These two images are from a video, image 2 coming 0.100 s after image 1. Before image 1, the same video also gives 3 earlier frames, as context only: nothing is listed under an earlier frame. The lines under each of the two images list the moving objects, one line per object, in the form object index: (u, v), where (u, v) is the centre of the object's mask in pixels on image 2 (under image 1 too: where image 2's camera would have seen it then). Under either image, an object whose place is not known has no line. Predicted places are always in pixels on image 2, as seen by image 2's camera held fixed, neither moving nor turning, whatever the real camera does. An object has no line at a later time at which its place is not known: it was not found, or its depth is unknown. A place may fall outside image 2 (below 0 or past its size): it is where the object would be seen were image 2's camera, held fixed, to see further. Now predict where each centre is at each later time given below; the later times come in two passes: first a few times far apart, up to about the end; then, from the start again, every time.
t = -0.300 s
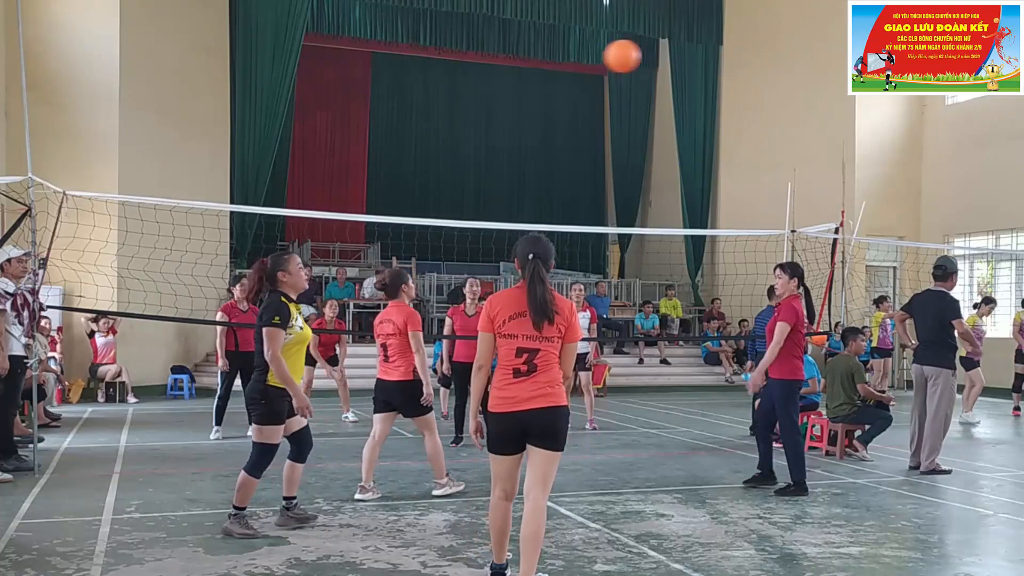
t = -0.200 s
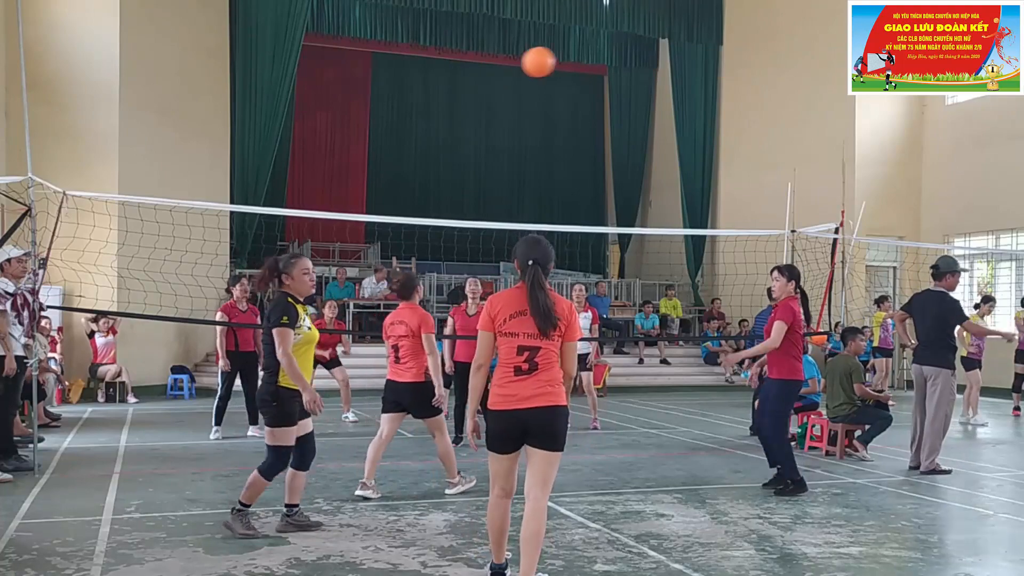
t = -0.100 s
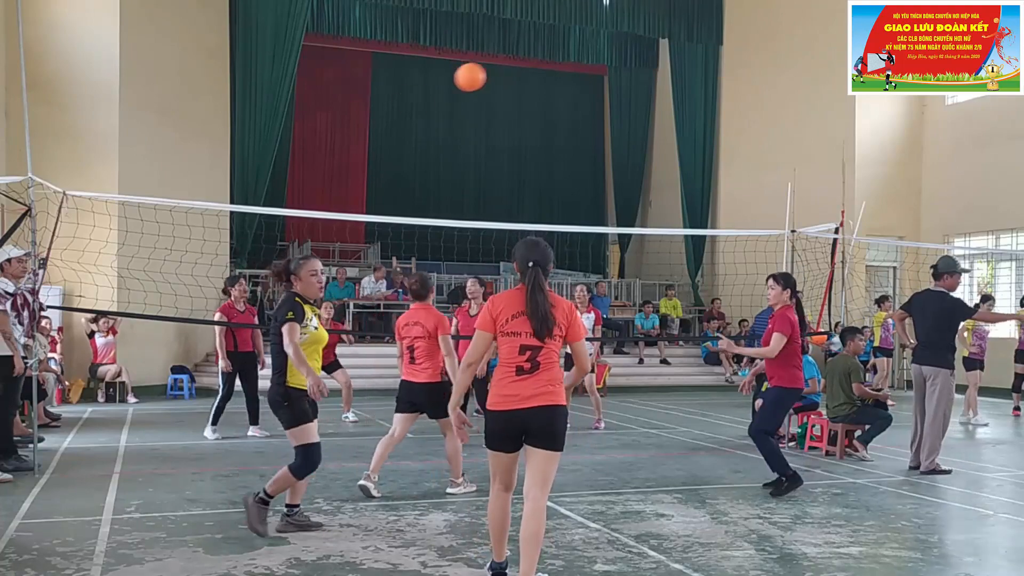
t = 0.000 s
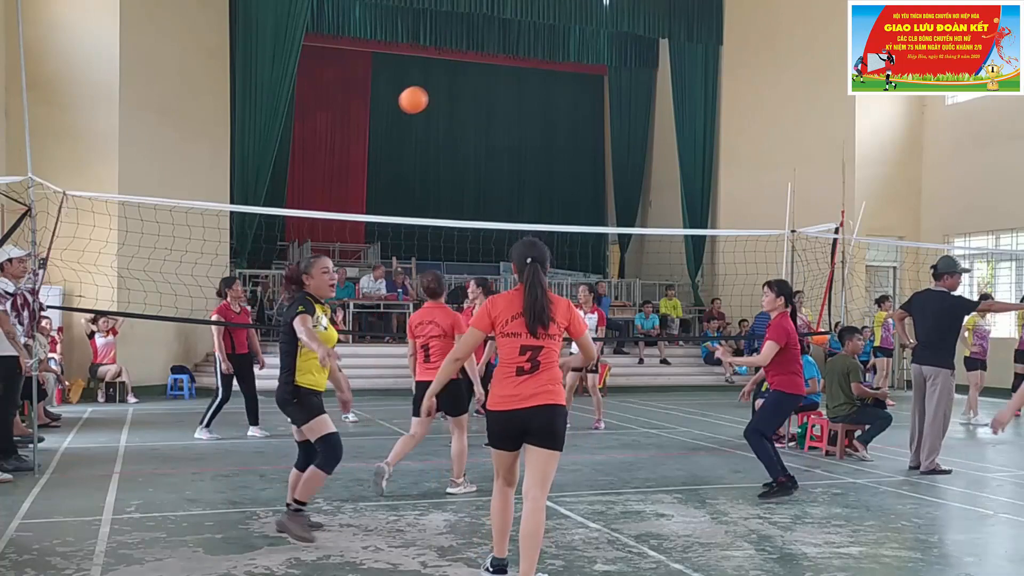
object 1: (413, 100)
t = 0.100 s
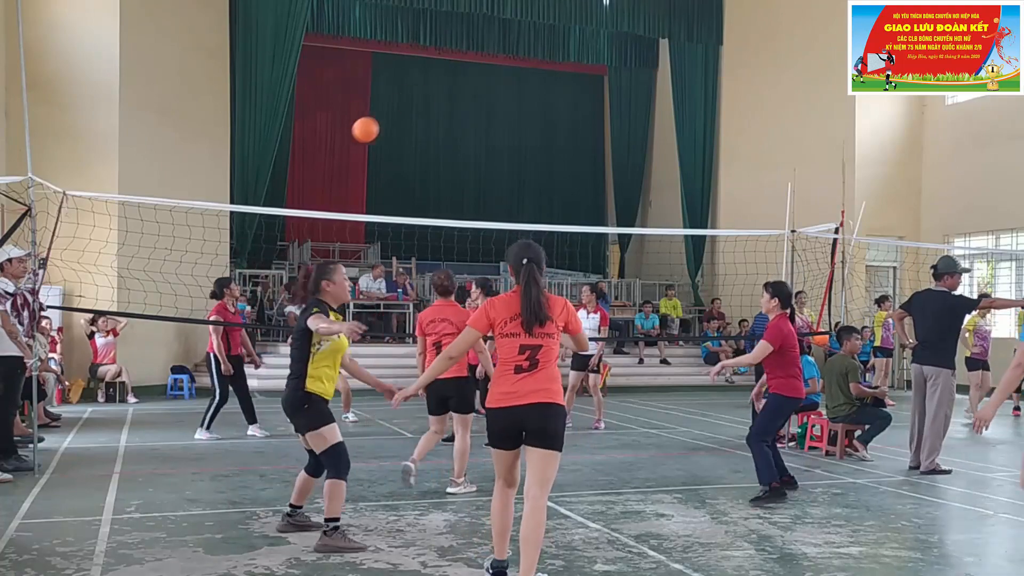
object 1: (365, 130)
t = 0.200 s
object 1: (324, 164)
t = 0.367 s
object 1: (268, 231)
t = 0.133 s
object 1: (351, 141)
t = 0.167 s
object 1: (337, 152)
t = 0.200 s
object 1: (324, 164)
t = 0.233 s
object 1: (311, 177)
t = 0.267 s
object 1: (300, 190)
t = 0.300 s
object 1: (289, 201)
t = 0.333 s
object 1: (277, 221)
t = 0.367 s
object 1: (268, 231)
